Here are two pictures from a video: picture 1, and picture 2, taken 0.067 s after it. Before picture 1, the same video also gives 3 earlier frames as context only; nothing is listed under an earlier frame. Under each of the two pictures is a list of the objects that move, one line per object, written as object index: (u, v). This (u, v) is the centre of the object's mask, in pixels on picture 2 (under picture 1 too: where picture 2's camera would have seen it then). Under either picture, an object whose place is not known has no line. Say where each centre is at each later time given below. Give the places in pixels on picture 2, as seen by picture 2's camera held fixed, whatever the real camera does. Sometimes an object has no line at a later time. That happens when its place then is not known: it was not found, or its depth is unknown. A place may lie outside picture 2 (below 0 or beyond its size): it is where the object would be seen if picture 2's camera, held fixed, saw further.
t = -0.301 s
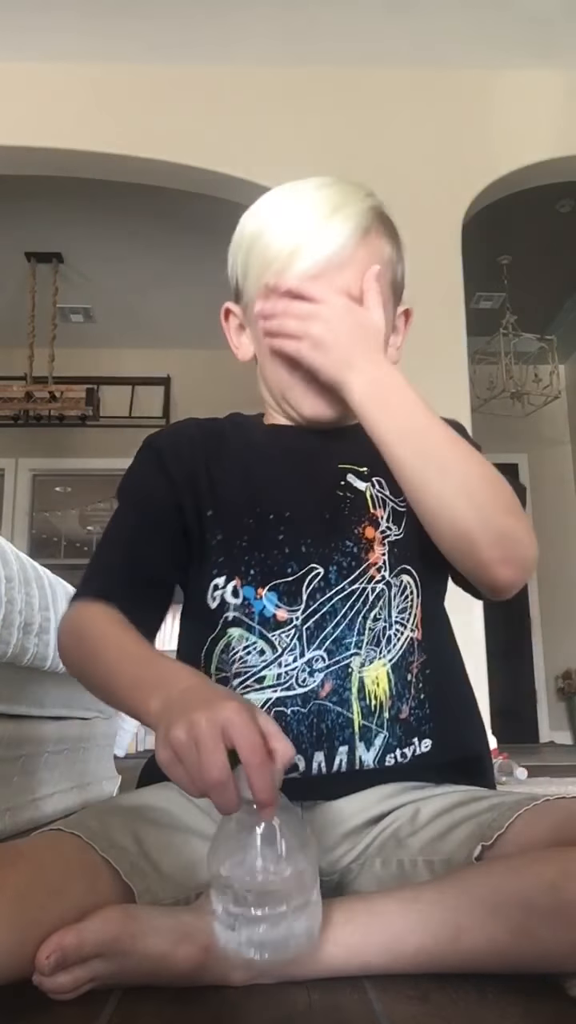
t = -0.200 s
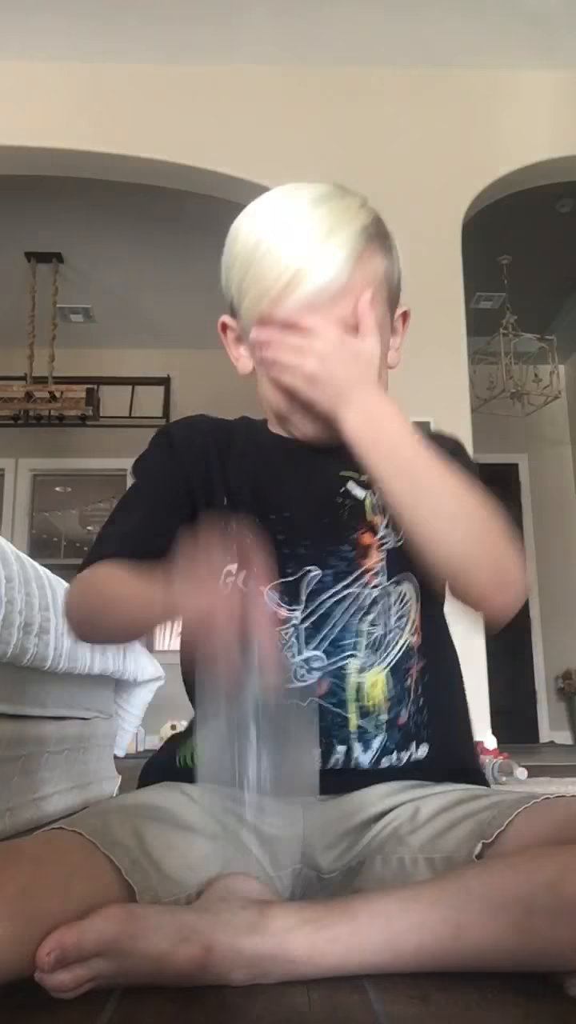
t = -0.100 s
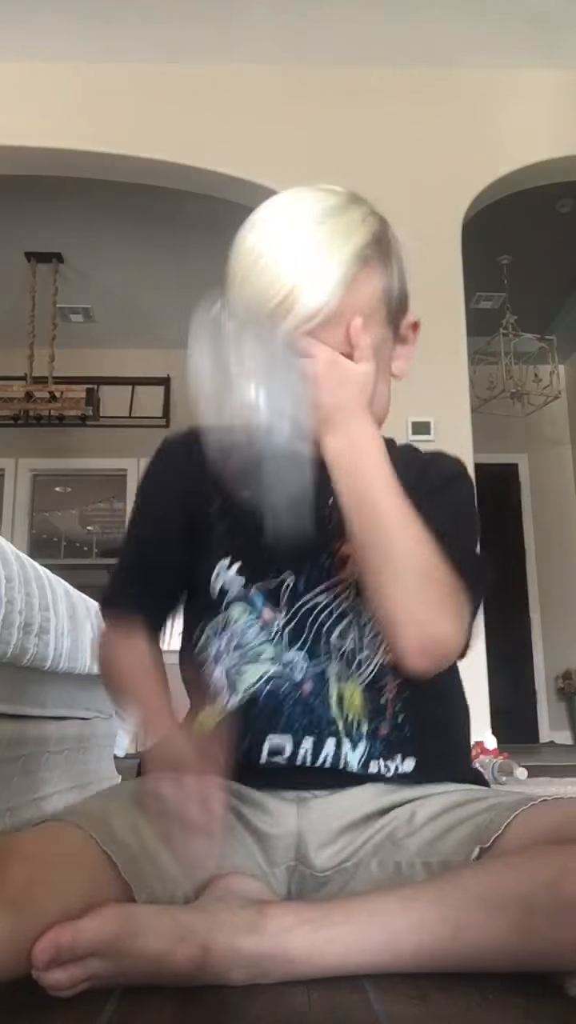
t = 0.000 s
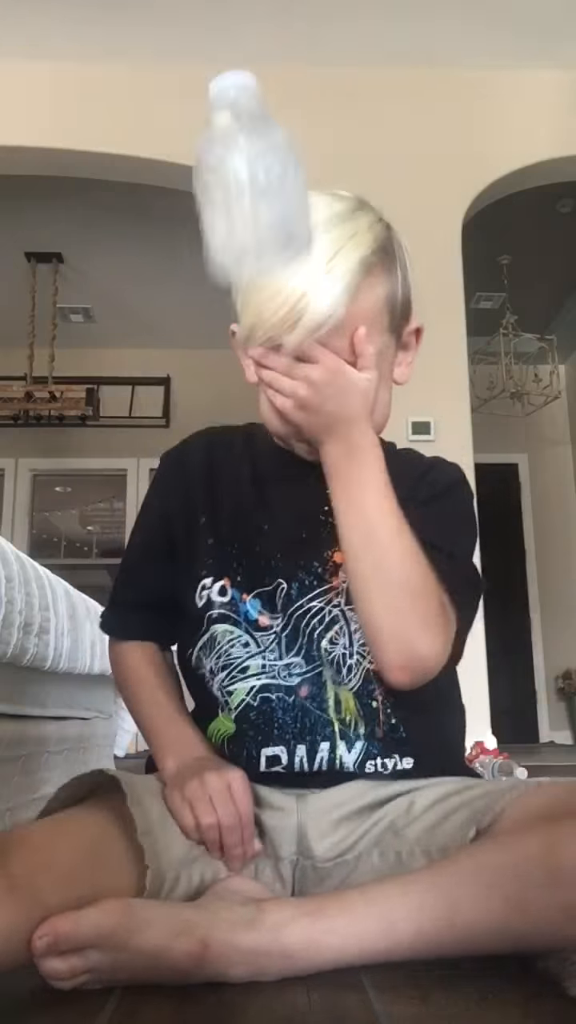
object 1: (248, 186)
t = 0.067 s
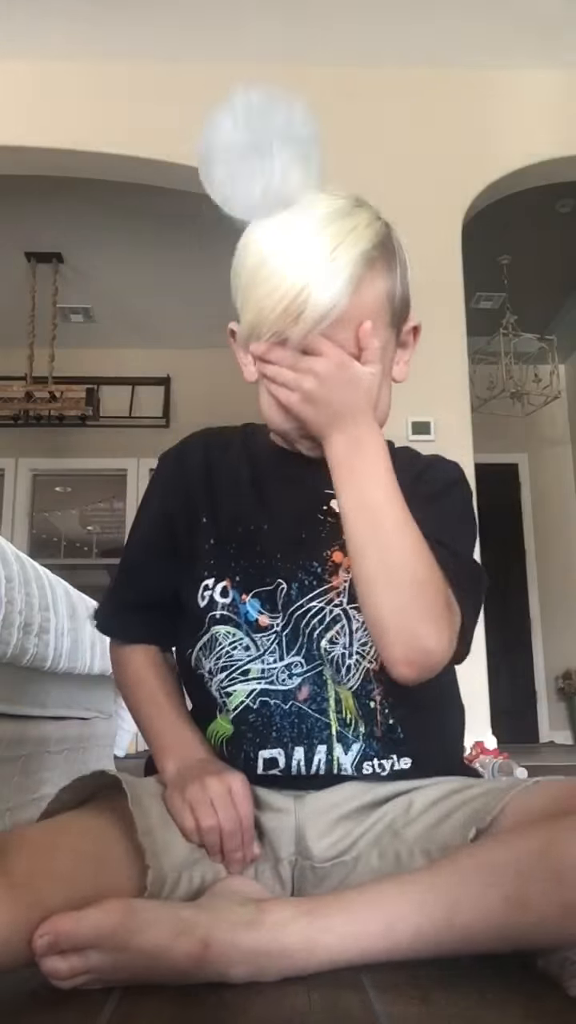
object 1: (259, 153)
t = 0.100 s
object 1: (253, 153)
